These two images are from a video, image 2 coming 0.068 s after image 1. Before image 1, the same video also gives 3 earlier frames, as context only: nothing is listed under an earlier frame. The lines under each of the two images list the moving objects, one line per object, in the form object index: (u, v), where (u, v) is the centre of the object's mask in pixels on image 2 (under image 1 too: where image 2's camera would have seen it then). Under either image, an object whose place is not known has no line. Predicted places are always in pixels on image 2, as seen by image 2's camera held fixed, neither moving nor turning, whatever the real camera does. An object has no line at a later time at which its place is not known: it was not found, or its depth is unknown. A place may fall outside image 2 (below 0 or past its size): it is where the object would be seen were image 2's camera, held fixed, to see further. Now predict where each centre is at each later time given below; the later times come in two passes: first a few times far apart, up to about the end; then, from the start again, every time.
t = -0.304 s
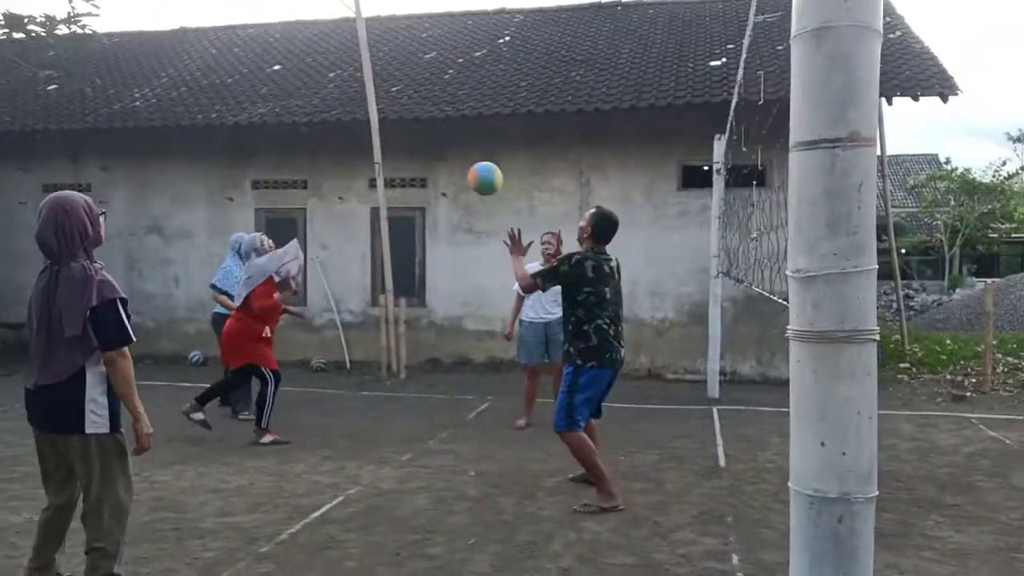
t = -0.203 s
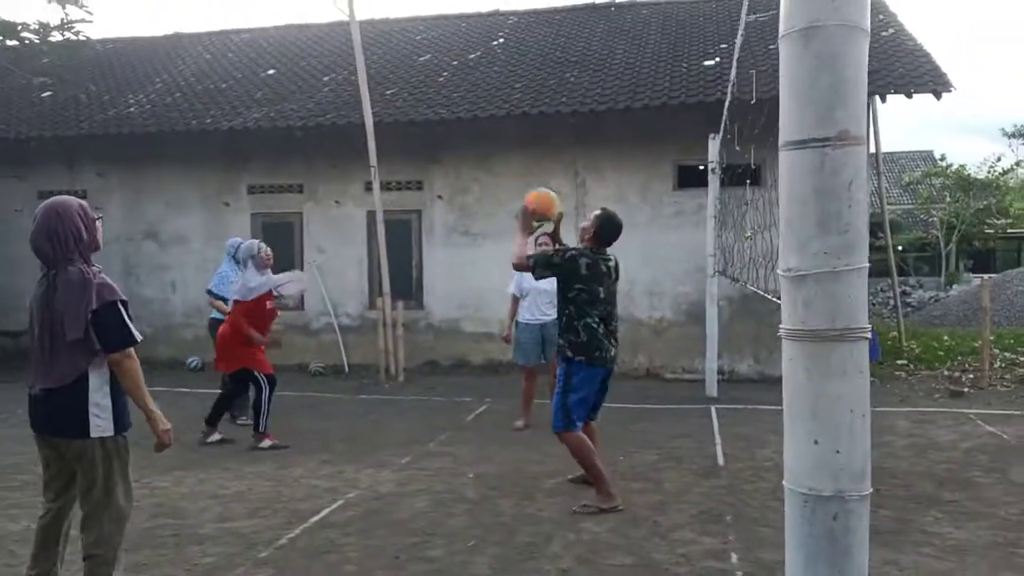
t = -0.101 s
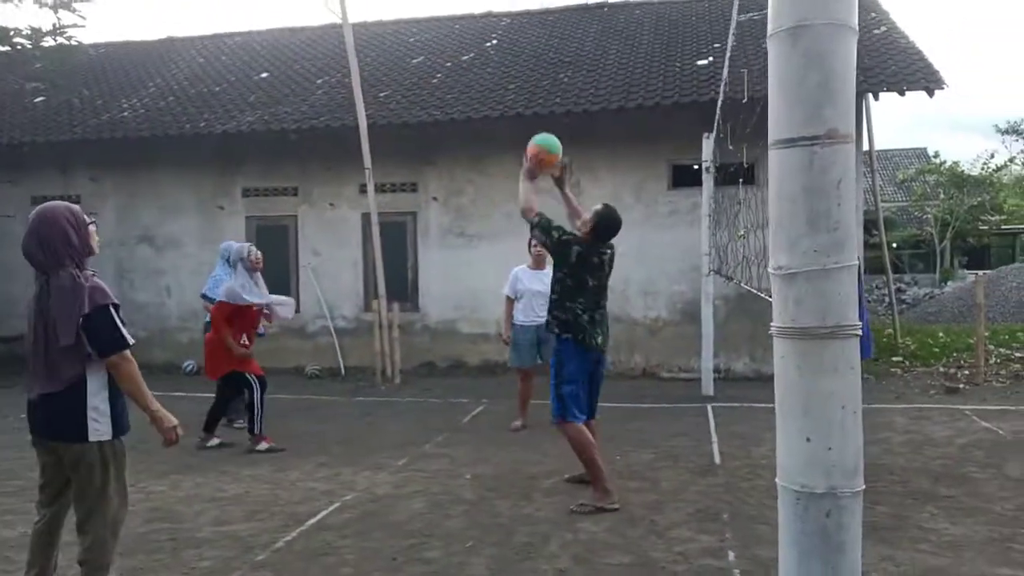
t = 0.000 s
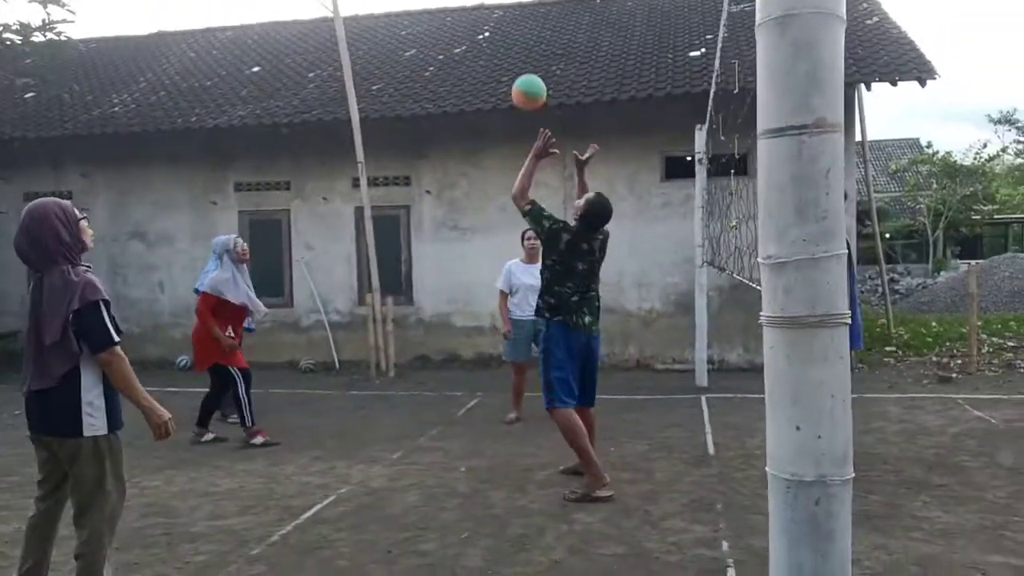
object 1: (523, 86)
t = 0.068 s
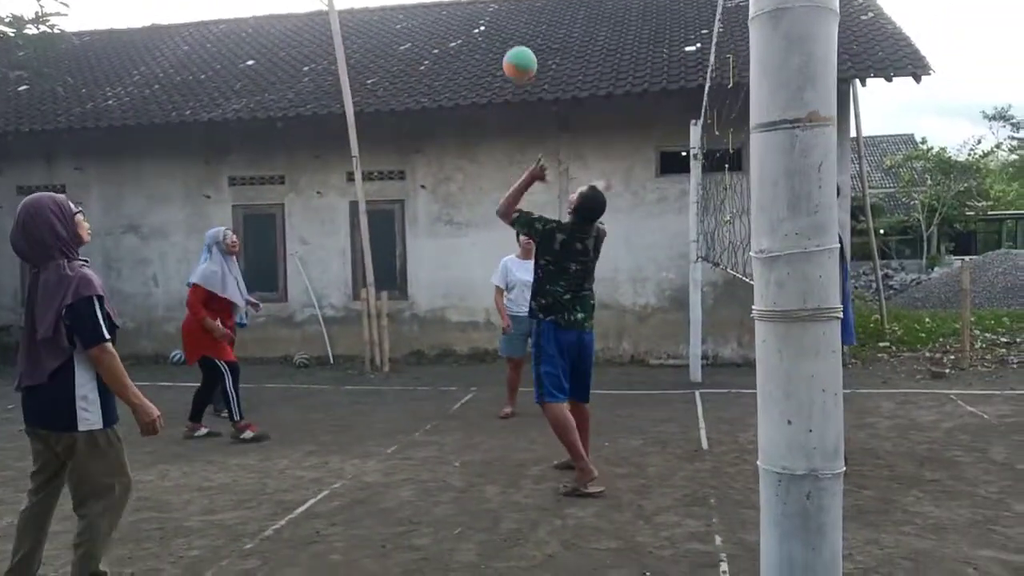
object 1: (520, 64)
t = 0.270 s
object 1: (513, 46)
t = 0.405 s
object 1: (514, 68)
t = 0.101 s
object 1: (518, 56)
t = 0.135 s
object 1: (516, 49)
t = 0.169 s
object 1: (515, 47)
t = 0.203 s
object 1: (514, 46)
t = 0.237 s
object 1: (514, 46)
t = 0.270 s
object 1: (513, 46)
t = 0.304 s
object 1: (514, 49)
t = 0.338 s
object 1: (513, 54)
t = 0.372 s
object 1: (513, 61)
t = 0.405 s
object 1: (514, 68)
